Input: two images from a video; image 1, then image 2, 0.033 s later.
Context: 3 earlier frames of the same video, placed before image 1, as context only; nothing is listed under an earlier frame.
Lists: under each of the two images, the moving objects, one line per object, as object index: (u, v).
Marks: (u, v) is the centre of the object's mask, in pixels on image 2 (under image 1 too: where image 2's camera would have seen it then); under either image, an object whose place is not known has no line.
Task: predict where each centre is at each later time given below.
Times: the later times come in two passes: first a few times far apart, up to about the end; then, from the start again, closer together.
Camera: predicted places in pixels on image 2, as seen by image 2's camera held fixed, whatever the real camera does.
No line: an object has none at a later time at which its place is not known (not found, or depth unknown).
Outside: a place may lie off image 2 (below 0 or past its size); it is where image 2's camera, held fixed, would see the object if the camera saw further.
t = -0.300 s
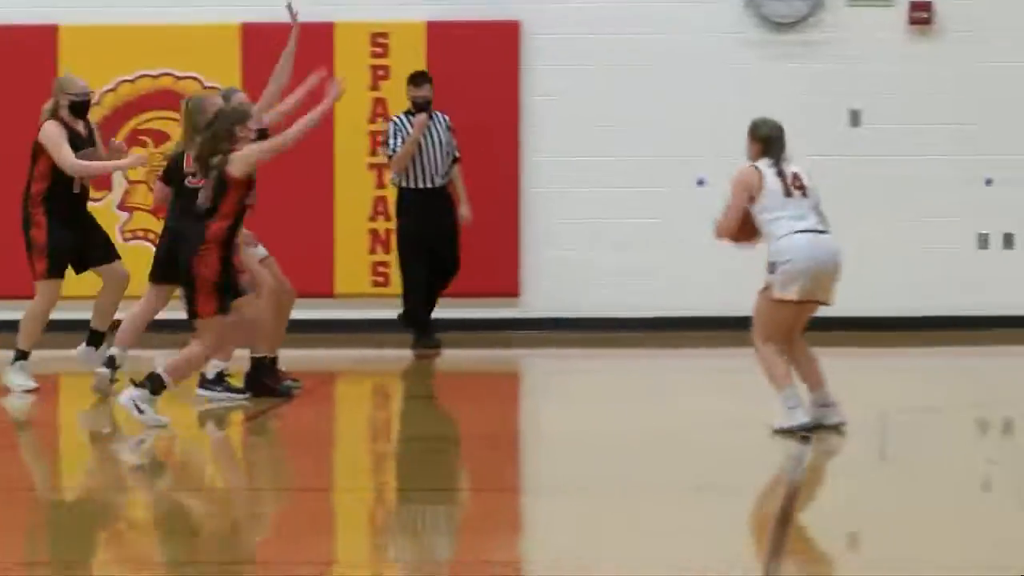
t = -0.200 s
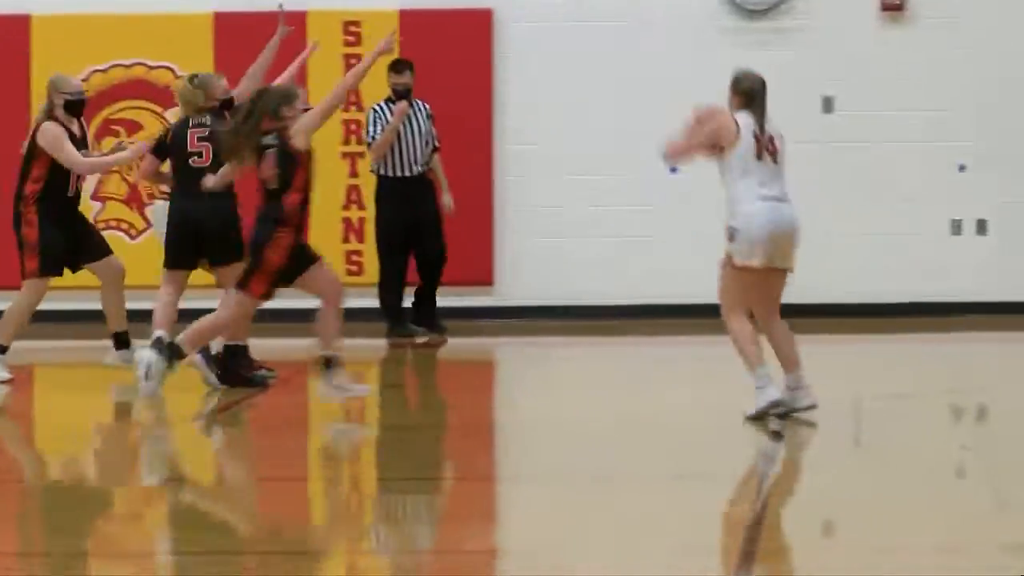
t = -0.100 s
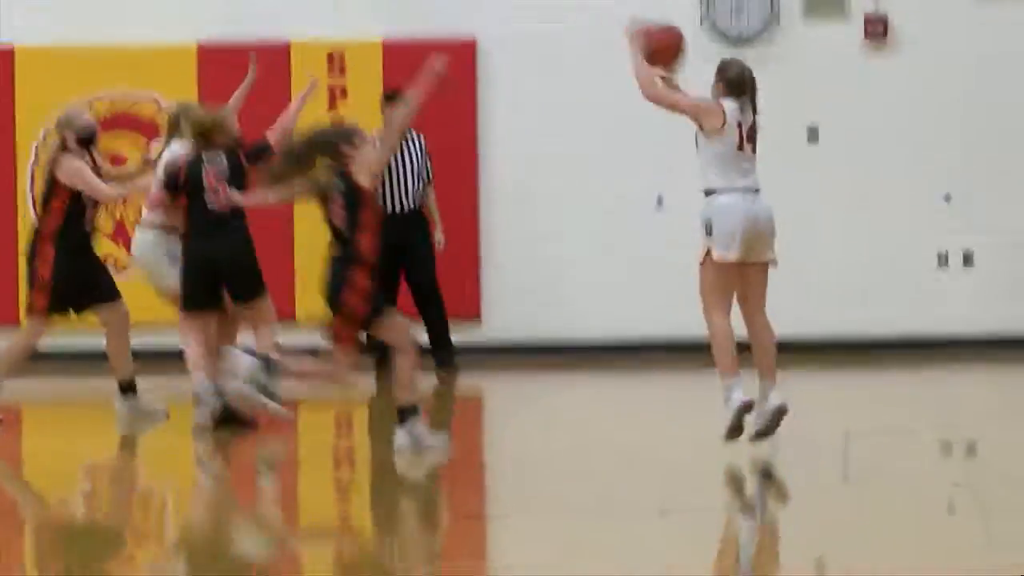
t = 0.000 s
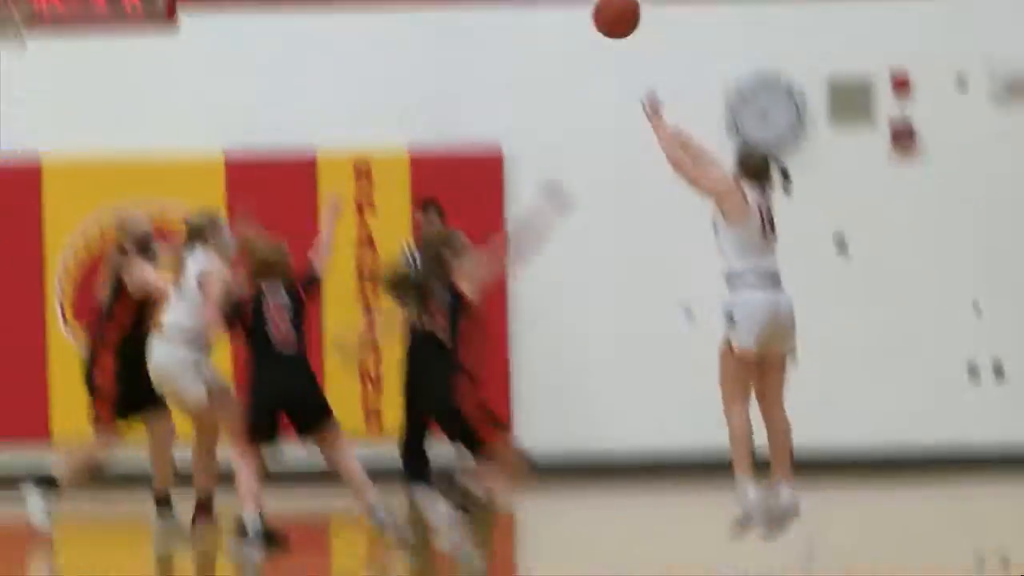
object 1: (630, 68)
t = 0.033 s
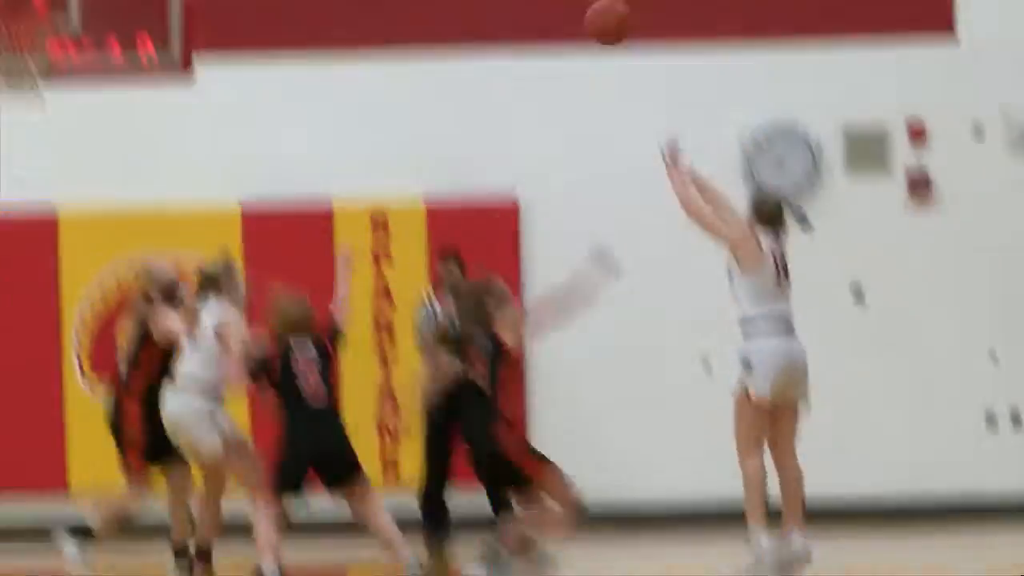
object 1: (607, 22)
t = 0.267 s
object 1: (465, -189)
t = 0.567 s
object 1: (291, -293)
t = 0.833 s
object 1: (161, -251)
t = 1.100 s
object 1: (42, -83)
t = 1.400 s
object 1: (42, -7)
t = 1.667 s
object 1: (32, -5)
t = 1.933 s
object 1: (-13, 16)
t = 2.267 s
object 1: (32, 133)
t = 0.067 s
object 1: (586, -20)
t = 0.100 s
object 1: (567, -51)
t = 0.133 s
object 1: (546, -83)
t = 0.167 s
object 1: (526, -113)
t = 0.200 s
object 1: (507, -141)
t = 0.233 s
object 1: (486, -166)
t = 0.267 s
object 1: (465, -189)
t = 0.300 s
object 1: (445, -210)
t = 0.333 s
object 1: (424, -229)
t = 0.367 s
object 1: (403, -245)
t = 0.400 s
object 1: (383, -257)
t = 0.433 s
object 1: (365, -267)
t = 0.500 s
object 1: (327, -283)
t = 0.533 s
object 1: (310, -287)
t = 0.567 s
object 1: (291, -293)
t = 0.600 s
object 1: (274, -297)
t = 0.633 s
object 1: (256, -298)
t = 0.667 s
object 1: (240, -297)
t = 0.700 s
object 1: (224, -292)
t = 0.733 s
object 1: (208, -284)
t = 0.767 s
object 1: (193, -275)
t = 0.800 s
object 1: (176, -264)
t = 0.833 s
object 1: (161, -251)
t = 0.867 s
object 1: (145, -237)
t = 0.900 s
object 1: (130, -220)
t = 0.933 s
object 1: (115, -202)
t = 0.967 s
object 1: (100, -182)
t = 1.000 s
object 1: (86, -160)
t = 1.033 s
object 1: (72, -137)
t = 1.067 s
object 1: (57, -110)
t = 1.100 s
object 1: (42, -83)
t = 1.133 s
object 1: (27, -53)
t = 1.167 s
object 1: (15, -22)
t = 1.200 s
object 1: (0, -4)
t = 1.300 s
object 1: (4, 6)
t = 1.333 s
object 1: (21, 3)
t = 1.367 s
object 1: (35, -2)
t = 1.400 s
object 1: (42, -7)
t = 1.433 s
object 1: (51, -8)
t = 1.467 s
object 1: (56, -17)
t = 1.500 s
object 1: (59, -20)
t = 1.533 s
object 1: (56, -22)
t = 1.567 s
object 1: (49, -20)
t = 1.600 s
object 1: (44, -16)
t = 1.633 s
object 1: (38, -10)
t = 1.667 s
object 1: (32, -5)
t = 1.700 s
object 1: (27, 2)
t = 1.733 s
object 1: (19, 2)
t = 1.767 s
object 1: (11, 2)
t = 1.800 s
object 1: (0, 3)
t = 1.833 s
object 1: (-5, 5)
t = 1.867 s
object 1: (-13, 8)
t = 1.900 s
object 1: (-15, 12)
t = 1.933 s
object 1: (-13, 16)
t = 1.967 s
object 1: (-10, 34)
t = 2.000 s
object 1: (-2, 36)
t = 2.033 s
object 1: (2, 49)
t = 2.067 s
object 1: (2, 53)
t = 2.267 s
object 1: (32, 133)
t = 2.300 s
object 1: (36, 149)
